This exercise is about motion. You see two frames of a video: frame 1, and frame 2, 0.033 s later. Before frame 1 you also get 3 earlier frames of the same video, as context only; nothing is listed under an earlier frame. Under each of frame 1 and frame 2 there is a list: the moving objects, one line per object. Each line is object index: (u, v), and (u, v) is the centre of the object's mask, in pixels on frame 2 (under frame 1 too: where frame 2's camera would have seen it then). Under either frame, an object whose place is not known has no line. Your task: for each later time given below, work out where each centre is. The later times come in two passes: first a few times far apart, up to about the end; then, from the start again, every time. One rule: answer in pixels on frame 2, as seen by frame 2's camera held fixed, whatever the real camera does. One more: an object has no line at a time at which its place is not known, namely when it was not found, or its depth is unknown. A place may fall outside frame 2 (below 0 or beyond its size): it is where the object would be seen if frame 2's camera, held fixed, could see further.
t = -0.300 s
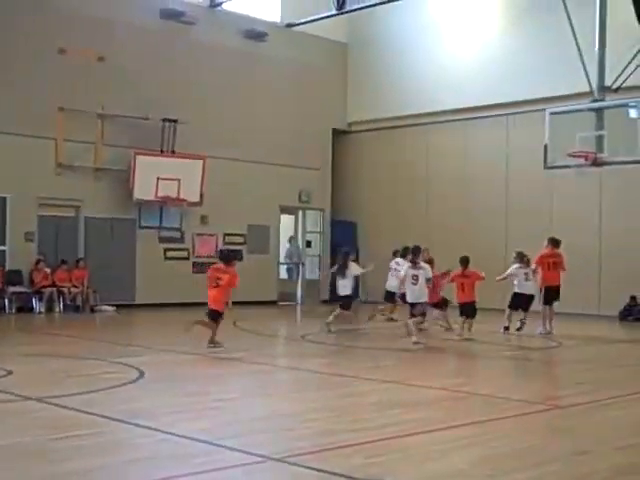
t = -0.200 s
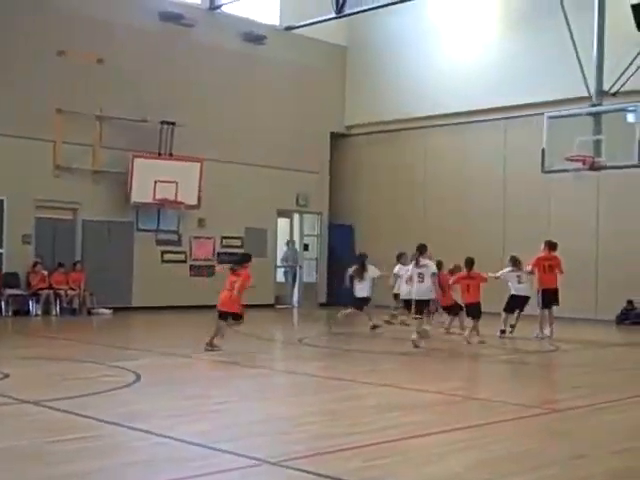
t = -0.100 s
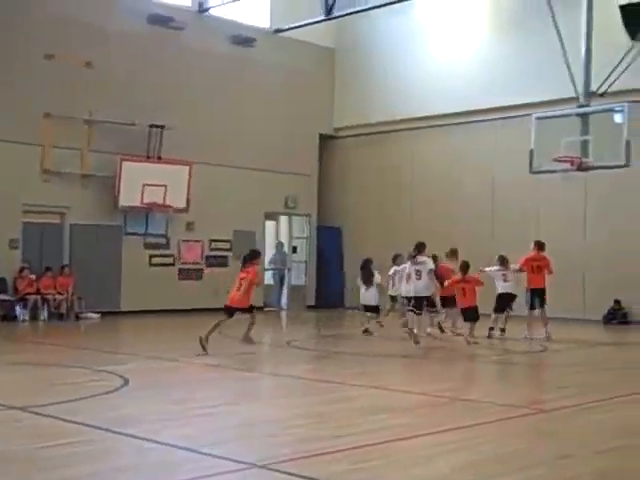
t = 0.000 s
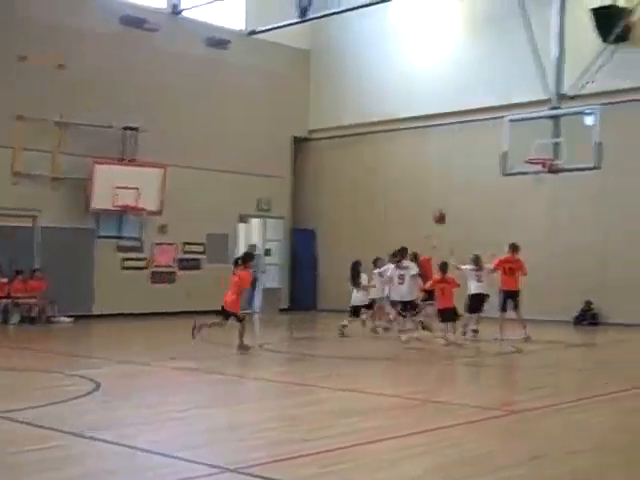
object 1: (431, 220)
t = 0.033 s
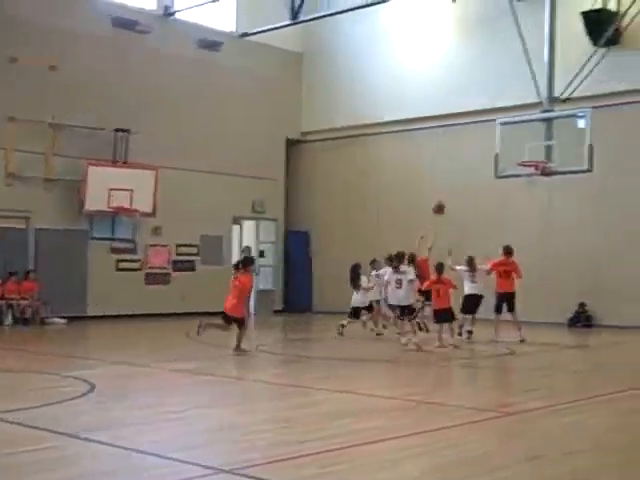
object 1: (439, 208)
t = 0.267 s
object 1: (474, 144)
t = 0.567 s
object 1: (515, 110)
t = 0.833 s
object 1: (549, 119)
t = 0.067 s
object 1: (443, 197)
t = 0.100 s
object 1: (447, 187)
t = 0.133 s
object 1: (452, 177)
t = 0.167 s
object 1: (458, 167)
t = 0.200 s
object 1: (463, 159)
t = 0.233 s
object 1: (468, 151)
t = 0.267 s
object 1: (474, 144)
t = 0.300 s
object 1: (479, 137)
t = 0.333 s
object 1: (483, 132)
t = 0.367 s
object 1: (489, 127)
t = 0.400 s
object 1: (493, 122)
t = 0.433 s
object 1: (497, 119)
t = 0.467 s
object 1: (502, 116)
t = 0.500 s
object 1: (507, 112)
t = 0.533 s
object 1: (511, 111)
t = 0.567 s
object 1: (515, 110)
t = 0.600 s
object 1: (520, 109)
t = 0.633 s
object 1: (525, 108)
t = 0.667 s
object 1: (529, 109)
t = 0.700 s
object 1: (533, 110)
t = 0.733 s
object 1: (538, 112)
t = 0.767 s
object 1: (542, 114)
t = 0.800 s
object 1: (546, 115)
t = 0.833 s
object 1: (549, 119)
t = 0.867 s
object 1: (549, 122)
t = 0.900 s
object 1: (548, 125)
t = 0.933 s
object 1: (548, 128)
